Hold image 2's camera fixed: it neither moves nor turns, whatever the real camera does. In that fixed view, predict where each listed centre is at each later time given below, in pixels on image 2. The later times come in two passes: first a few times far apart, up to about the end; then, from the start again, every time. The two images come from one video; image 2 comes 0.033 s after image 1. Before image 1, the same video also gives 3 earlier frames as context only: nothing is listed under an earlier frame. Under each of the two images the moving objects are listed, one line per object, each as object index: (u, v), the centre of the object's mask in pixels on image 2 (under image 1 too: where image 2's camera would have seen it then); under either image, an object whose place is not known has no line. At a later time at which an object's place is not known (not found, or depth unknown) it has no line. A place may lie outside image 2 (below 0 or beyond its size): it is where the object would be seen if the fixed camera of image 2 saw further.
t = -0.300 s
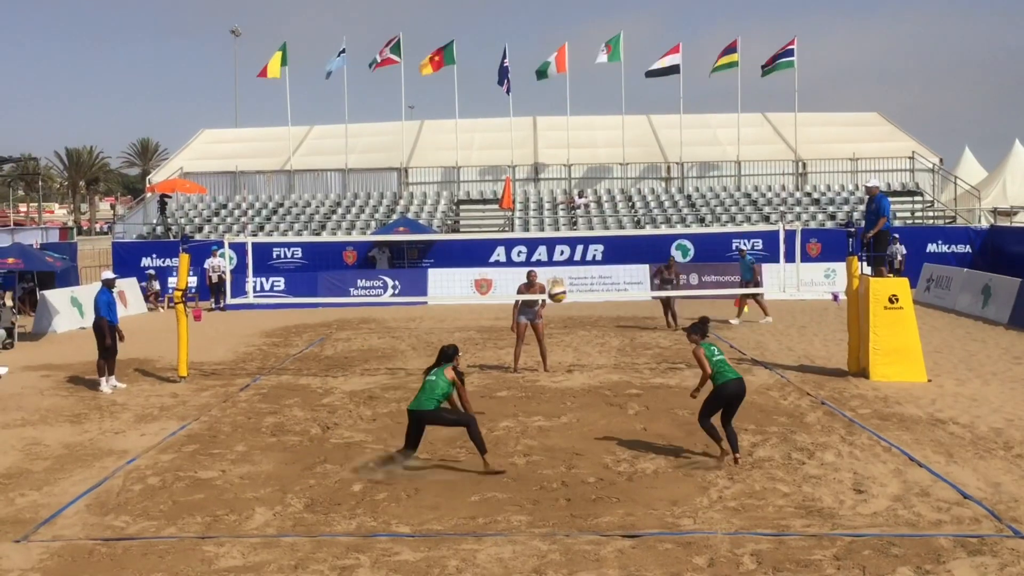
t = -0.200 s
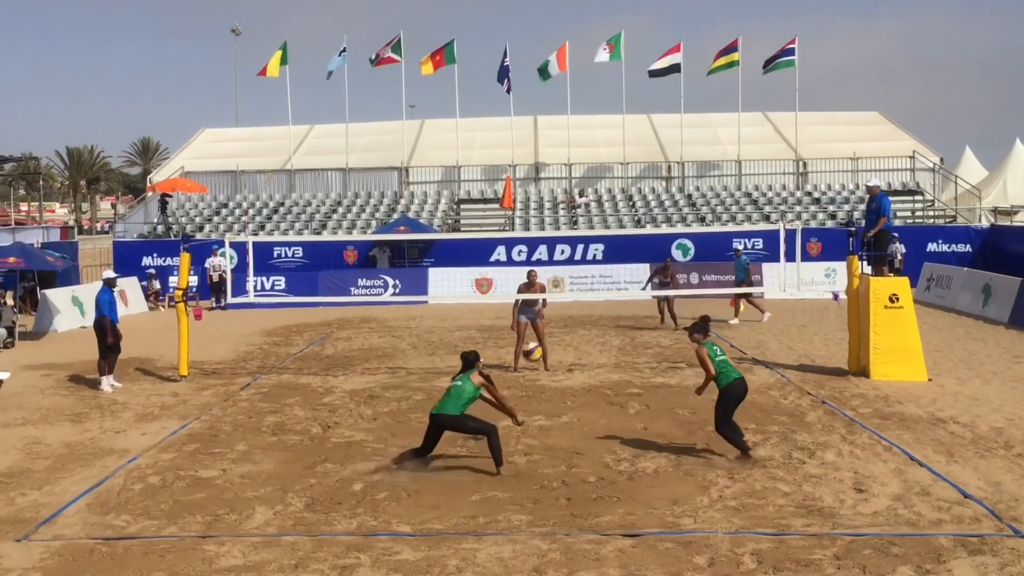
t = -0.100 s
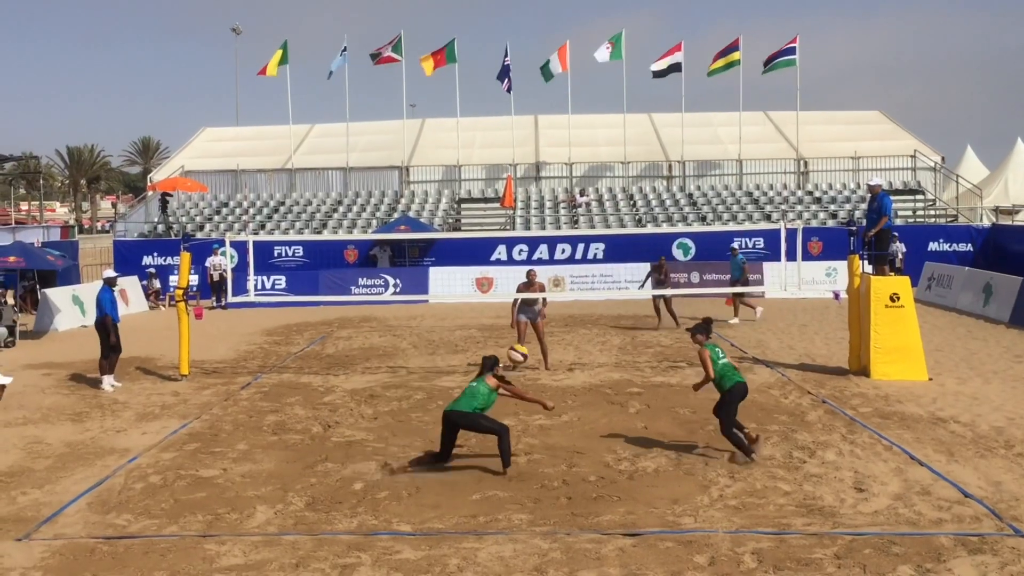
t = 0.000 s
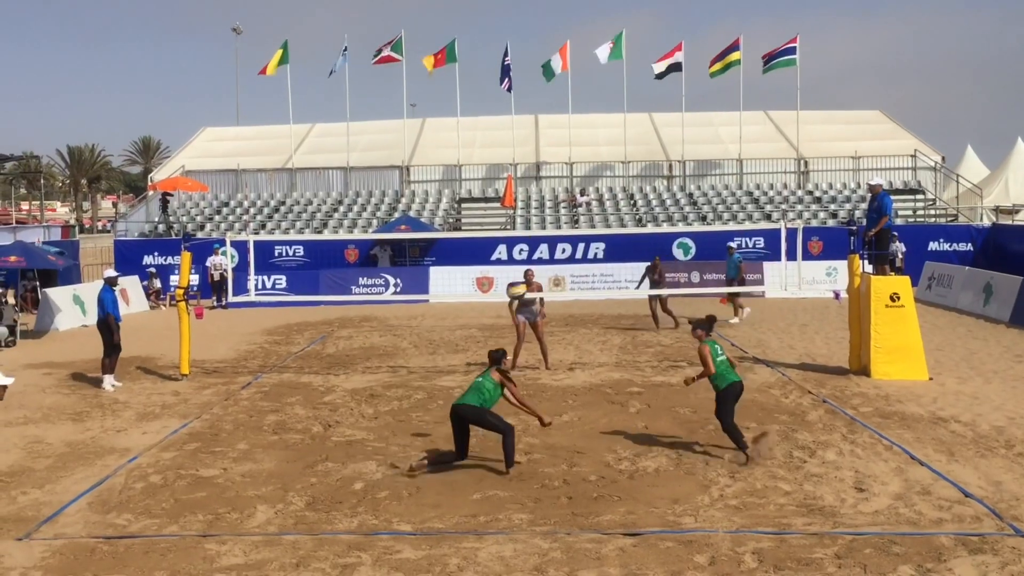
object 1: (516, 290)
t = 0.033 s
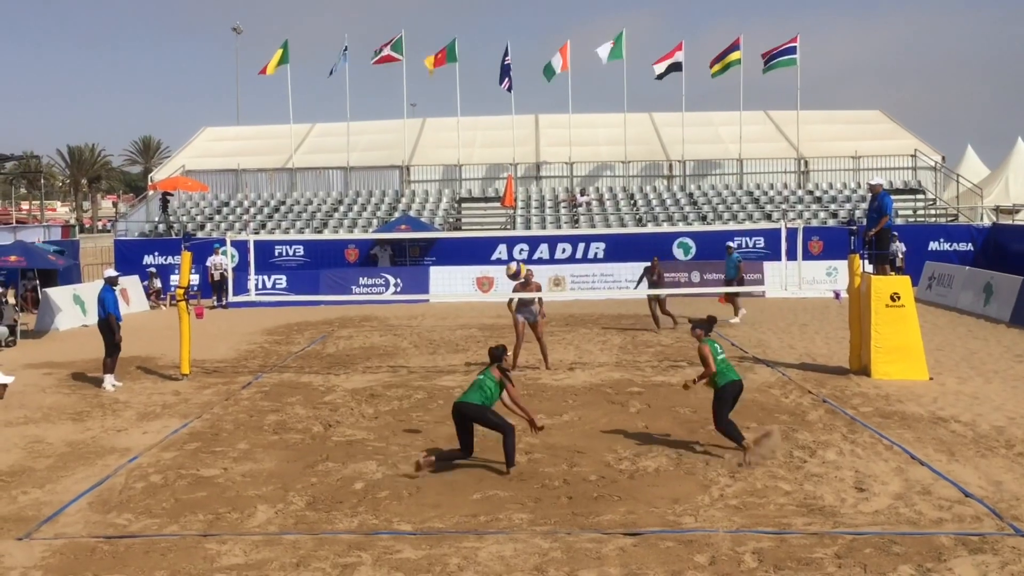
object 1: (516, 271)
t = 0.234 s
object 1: (512, 183)
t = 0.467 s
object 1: (508, 133)
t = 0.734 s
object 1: (505, 133)
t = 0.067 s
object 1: (515, 254)
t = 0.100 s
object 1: (515, 238)
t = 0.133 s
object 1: (514, 222)
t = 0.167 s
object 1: (513, 208)
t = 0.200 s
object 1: (512, 194)
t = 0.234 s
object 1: (512, 183)
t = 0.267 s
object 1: (511, 172)
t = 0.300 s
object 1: (511, 164)
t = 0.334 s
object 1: (510, 155)
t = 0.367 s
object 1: (510, 148)
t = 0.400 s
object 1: (509, 142)
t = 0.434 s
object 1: (509, 137)
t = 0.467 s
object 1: (508, 133)
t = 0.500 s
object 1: (508, 128)
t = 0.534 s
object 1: (507, 127)
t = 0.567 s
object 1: (507, 126)
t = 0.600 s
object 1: (506, 125)
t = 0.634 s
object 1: (506, 126)
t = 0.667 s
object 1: (506, 127)
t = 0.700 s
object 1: (505, 129)
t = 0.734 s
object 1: (505, 133)
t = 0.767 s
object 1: (505, 137)
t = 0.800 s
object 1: (504, 142)
